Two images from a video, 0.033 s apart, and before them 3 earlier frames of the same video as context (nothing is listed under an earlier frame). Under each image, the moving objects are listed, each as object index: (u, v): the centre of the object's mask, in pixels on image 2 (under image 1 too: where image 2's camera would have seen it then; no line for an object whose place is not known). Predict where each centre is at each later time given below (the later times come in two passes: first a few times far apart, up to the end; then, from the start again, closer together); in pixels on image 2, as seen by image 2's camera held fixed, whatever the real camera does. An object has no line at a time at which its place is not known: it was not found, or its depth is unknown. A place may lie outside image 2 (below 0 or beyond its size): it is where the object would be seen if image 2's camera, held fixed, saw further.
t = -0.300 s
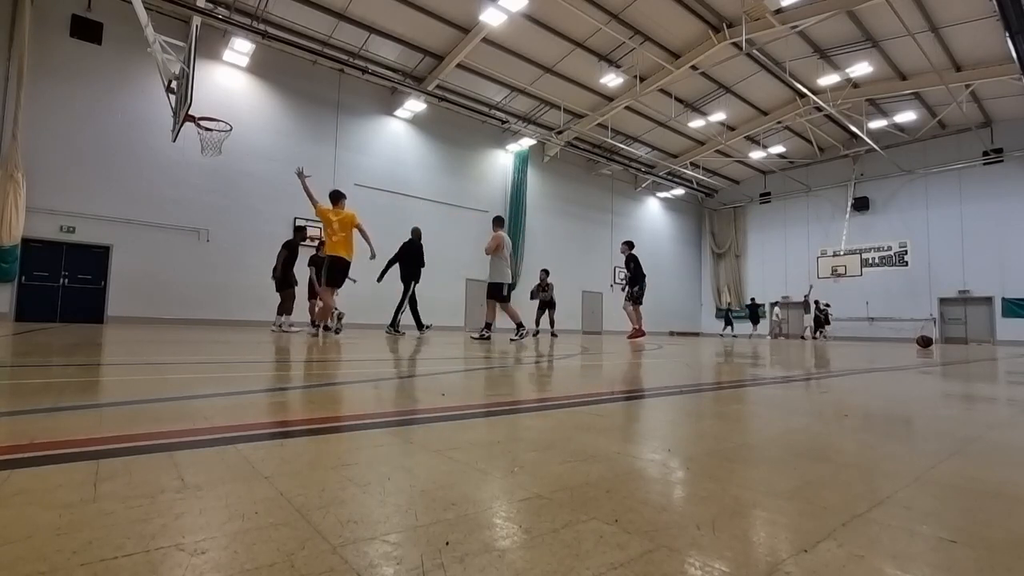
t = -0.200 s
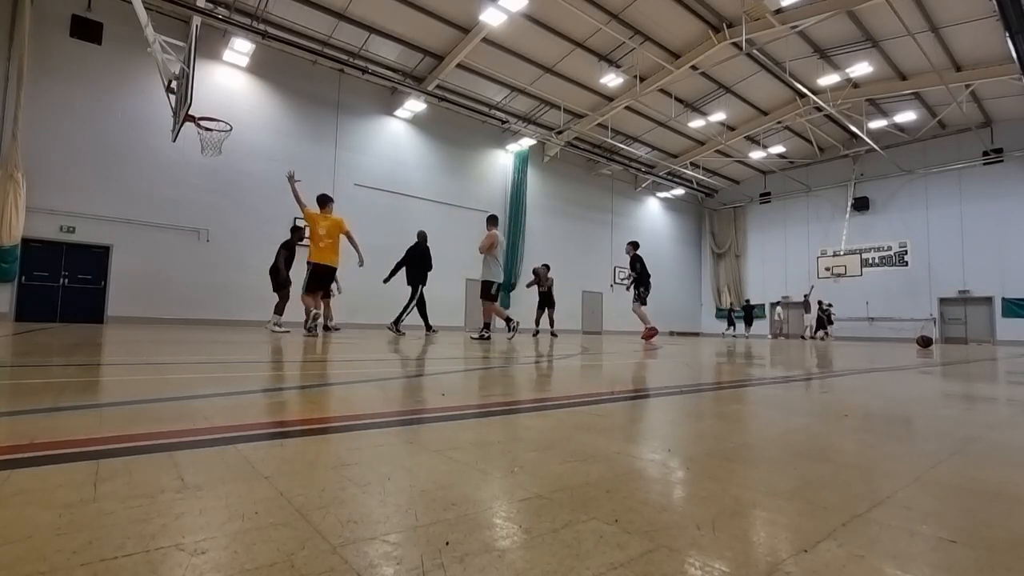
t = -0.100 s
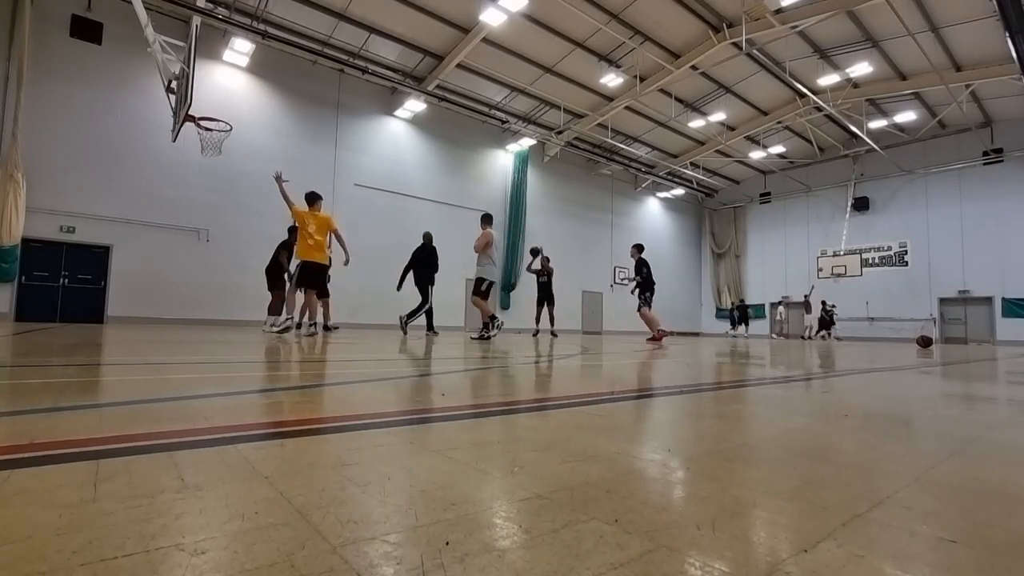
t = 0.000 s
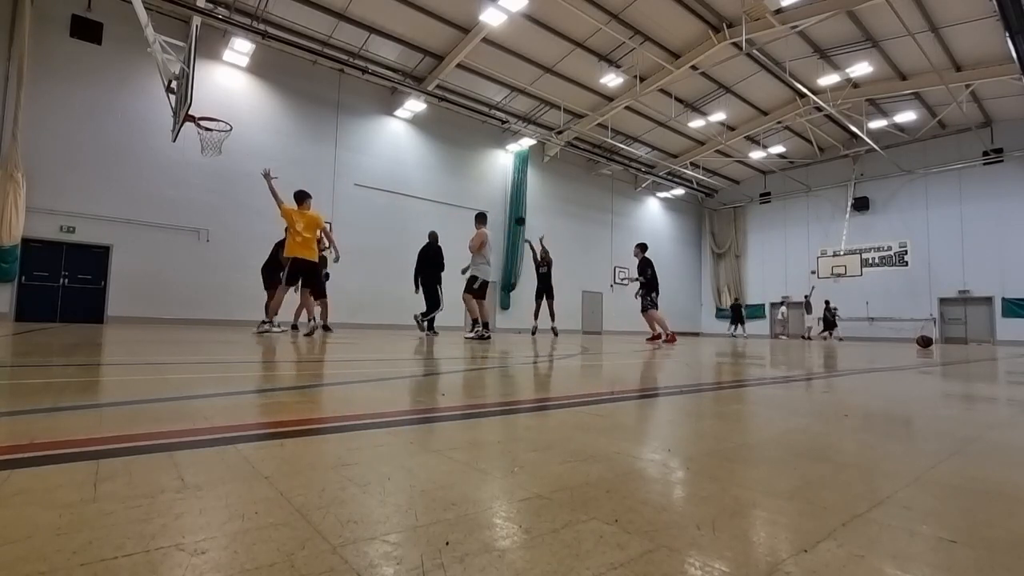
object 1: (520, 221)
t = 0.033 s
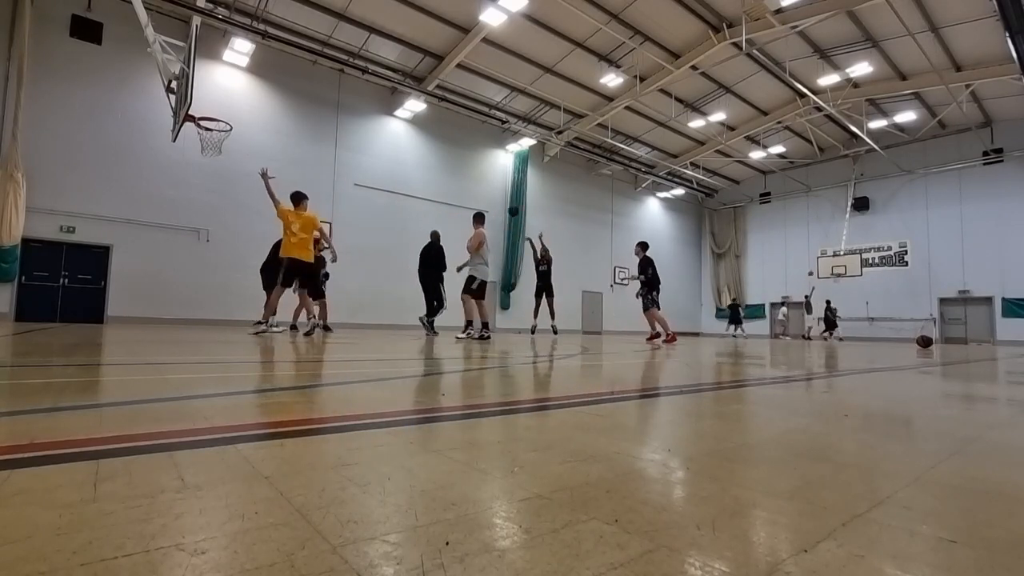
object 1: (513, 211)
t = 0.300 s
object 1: (458, 141)
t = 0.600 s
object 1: (383, 94)
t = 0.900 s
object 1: (289, 89)
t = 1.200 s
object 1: (227, 139)
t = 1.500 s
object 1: (211, 149)
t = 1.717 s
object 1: (188, 184)
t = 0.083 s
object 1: (503, 196)
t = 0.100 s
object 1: (500, 191)
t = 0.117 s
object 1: (496, 186)
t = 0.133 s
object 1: (493, 182)
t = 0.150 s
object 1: (490, 177)
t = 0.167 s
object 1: (486, 173)
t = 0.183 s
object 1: (483, 169)
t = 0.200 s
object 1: (479, 164)
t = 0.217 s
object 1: (476, 161)
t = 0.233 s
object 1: (472, 157)
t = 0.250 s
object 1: (469, 153)
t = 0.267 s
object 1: (465, 149)
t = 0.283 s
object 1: (461, 145)
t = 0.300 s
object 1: (458, 141)
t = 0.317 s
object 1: (454, 137)
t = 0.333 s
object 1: (450, 134)
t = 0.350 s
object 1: (446, 131)
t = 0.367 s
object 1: (442, 128)
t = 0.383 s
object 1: (438, 124)
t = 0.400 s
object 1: (434, 121)
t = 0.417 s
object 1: (430, 118)
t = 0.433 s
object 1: (426, 116)
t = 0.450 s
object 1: (422, 114)
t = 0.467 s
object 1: (419, 111)
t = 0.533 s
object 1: (399, 98)
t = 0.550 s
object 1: (395, 97)
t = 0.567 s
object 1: (391, 96)
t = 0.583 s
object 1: (387, 95)
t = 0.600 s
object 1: (383, 94)
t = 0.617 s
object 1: (378, 92)
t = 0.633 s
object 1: (373, 91)
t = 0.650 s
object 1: (368, 90)
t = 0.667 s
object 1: (363, 88)
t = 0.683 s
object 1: (359, 88)
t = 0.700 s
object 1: (353, 86)
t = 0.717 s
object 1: (349, 86)
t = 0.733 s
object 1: (343, 86)
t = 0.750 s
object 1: (339, 85)
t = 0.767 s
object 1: (333, 85)
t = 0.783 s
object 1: (328, 85)
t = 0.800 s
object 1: (322, 85)
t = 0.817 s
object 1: (317, 85)
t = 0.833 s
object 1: (312, 86)
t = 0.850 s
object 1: (306, 86)
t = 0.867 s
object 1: (300, 87)
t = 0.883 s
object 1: (294, 88)
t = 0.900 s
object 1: (289, 89)
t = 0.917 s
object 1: (283, 90)
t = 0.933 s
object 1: (277, 91)
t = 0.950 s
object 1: (271, 93)
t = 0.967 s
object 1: (265, 95)
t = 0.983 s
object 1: (258, 97)
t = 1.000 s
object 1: (252, 99)
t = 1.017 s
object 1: (246, 102)
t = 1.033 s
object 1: (239, 104)
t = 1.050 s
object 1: (232, 107)
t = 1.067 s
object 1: (226, 110)
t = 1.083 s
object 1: (219, 113)
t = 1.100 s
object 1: (211, 117)
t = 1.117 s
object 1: (205, 122)
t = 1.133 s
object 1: (206, 124)
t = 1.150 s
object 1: (213, 129)
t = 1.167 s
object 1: (220, 135)
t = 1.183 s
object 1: (224, 138)
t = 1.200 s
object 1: (227, 139)
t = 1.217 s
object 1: (229, 138)
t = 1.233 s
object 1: (230, 137)
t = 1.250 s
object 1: (230, 137)
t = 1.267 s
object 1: (230, 137)
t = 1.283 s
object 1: (229, 138)
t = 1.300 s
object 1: (228, 139)
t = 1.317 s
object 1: (227, 140)
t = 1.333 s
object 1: (226, 140)
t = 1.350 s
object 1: (225, 141)
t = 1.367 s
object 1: (223, 141)
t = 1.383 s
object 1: (222, 142)
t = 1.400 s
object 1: (220, 143)
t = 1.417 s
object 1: (219, 143)
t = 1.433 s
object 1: (217, 144)
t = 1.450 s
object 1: (216, 145)
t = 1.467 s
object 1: (214, 147)
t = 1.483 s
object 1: (212, 148)
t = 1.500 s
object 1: (211, 149)
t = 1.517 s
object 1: (209, 151)
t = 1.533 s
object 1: (208, 153)
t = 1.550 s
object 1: (206, 155)
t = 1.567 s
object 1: (204, 157)
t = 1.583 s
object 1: (202, 159)
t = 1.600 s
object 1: (201, 162)
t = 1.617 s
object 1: (199, 164)
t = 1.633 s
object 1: (197, 167)
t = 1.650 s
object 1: (195, 170)
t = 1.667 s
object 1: (194, 173)
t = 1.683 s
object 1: (192, 177)
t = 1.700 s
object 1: (190, 181)
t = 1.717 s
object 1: (188, 184)
